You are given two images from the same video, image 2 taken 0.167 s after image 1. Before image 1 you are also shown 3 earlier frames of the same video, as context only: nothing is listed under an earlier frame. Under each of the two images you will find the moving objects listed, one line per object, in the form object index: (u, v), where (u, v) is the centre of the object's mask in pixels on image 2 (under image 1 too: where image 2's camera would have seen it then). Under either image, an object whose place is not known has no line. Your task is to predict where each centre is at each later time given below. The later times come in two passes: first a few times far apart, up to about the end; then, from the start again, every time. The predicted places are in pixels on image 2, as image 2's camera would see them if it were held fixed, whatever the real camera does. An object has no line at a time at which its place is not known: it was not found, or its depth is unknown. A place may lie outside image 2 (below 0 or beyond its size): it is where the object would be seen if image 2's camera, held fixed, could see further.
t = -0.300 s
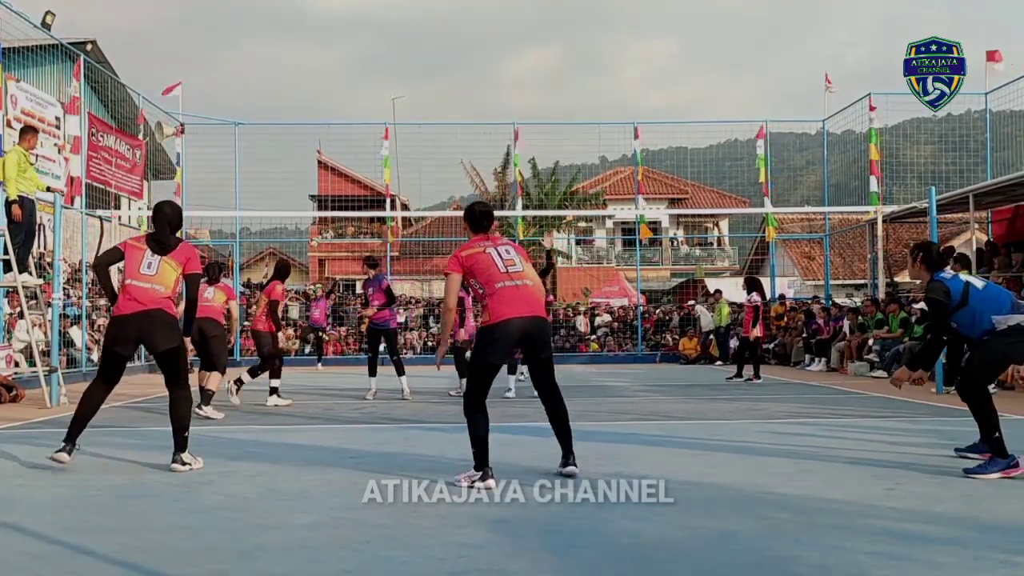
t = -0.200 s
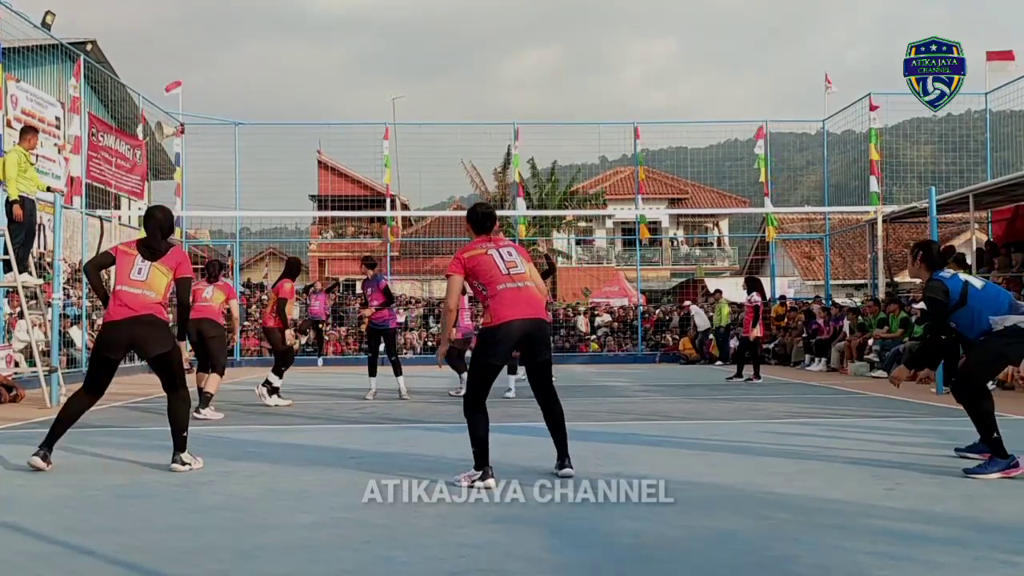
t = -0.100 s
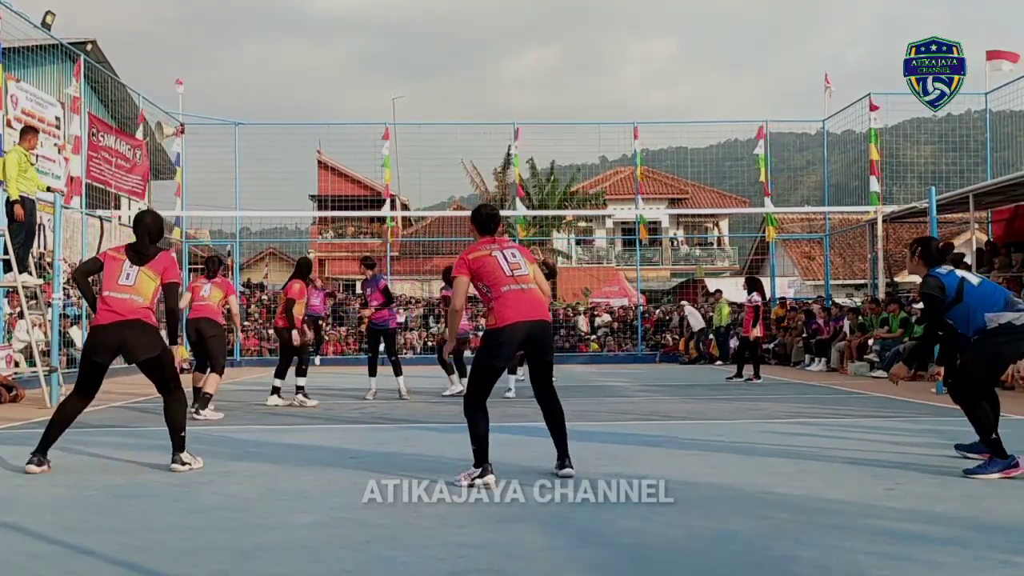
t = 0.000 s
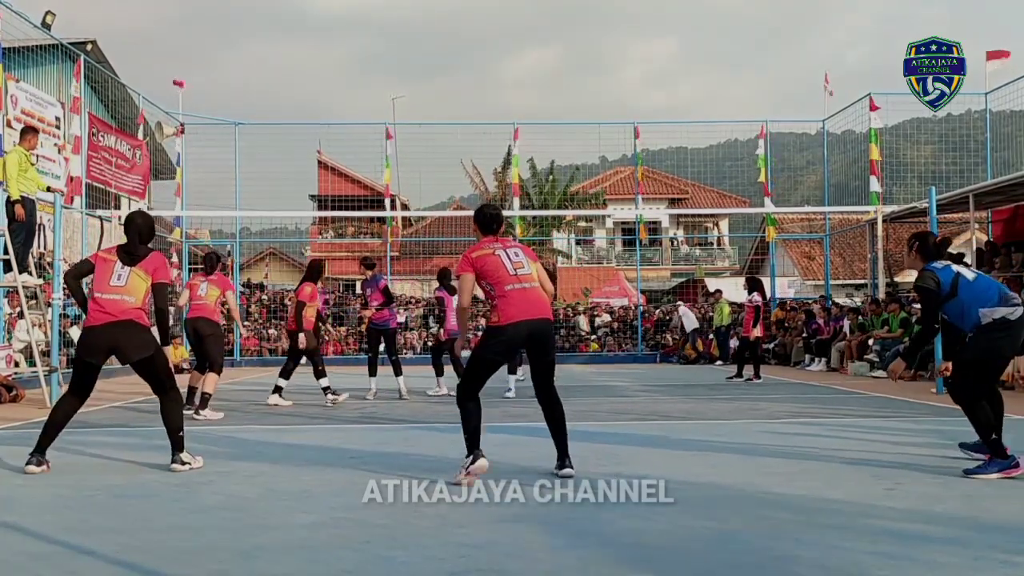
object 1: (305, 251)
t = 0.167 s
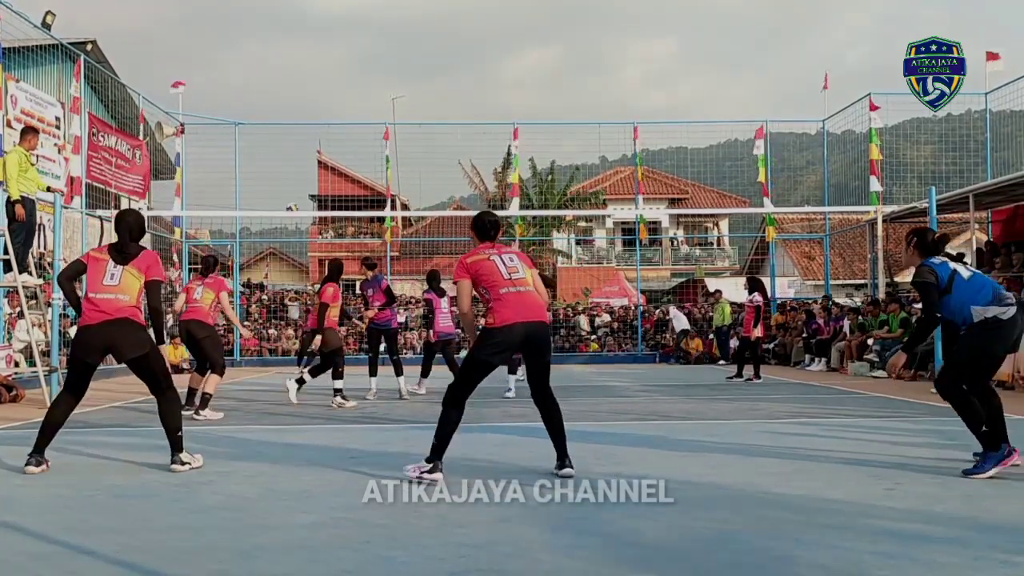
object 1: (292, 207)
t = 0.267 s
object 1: (283, 186)
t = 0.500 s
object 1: (257, 152)
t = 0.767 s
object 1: (207, 151)
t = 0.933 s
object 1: (158, 188)
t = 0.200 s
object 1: (289, 201)
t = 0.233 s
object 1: (286, 194)
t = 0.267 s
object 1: (283, 186)
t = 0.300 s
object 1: (279, 180)
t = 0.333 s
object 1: (276, 173)
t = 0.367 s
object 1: (273, 169)
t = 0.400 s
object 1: (270, 164)
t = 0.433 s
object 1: (266, 159)
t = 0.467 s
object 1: (261, 155)
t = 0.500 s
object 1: (257, 152)
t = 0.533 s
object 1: (252, 149)
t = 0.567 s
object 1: (247, 147)
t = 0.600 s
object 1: (241, 146)
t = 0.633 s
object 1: (235, 145)
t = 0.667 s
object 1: (229, 145)
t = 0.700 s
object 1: (223, 146)
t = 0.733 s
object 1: (215, 148)
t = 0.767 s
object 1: (207, 151)
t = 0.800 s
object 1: (199, 155)
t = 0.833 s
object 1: (190, 161)
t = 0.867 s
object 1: (180, 168)
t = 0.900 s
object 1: (169, 177)
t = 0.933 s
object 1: (158, 188)
